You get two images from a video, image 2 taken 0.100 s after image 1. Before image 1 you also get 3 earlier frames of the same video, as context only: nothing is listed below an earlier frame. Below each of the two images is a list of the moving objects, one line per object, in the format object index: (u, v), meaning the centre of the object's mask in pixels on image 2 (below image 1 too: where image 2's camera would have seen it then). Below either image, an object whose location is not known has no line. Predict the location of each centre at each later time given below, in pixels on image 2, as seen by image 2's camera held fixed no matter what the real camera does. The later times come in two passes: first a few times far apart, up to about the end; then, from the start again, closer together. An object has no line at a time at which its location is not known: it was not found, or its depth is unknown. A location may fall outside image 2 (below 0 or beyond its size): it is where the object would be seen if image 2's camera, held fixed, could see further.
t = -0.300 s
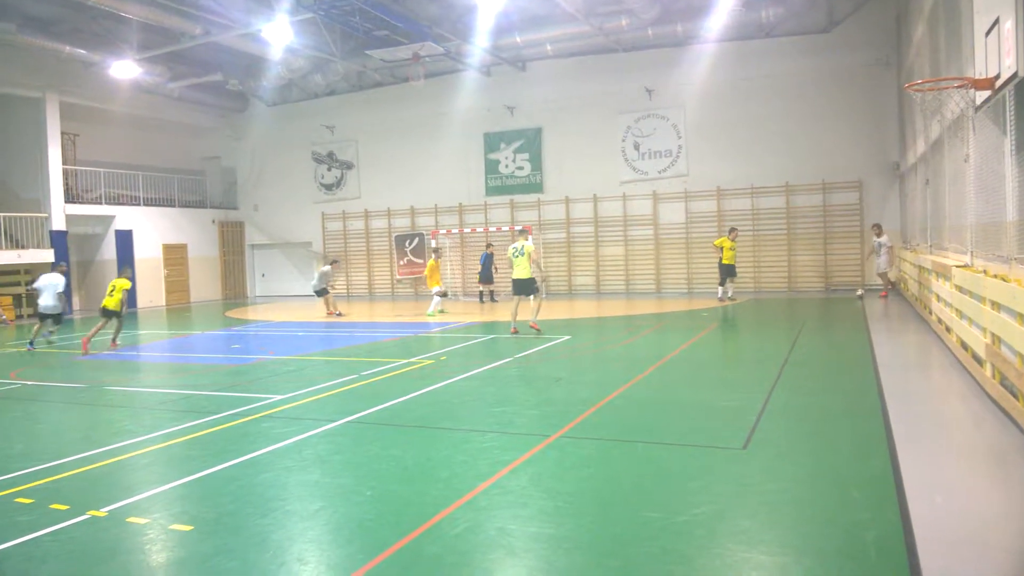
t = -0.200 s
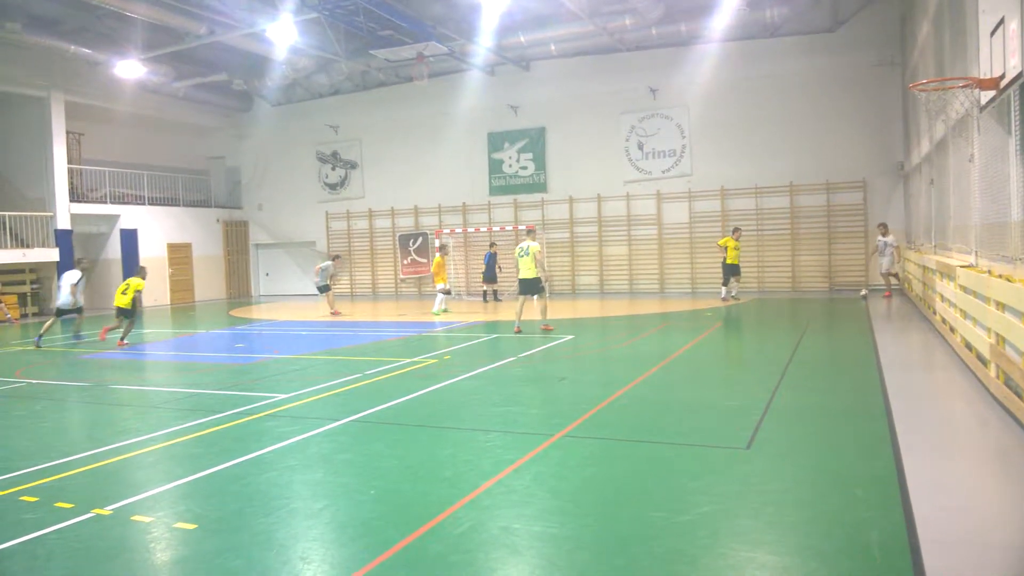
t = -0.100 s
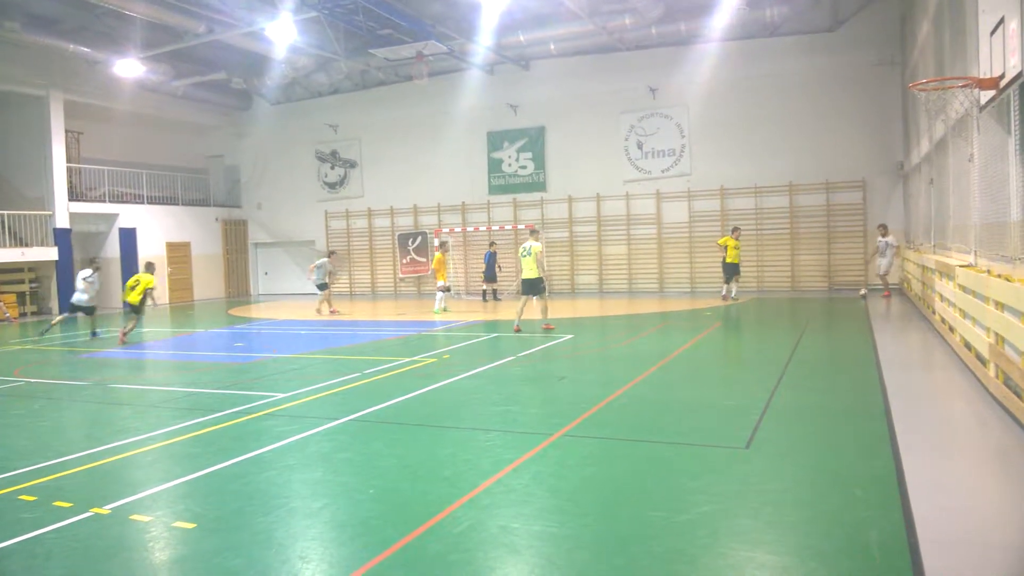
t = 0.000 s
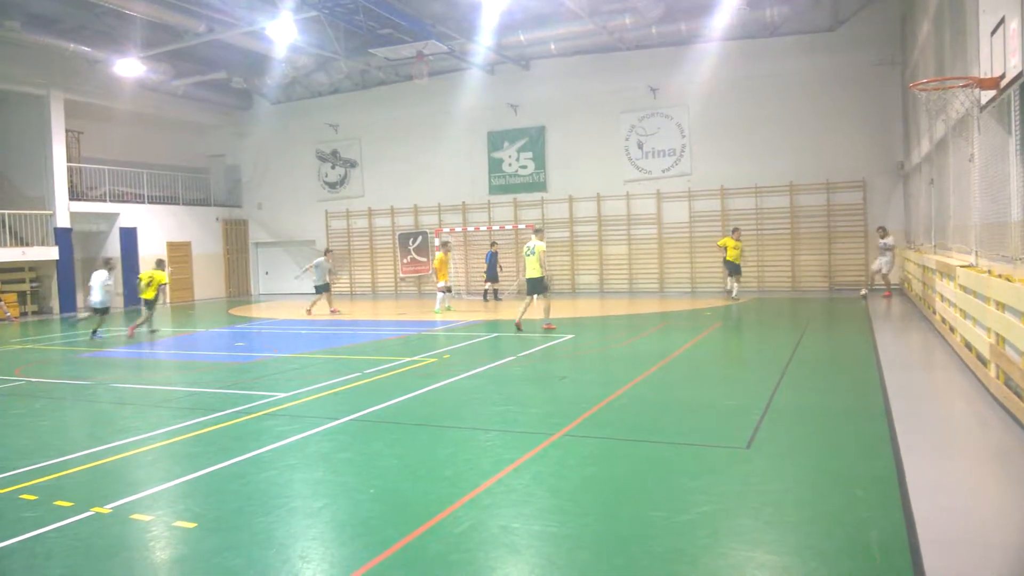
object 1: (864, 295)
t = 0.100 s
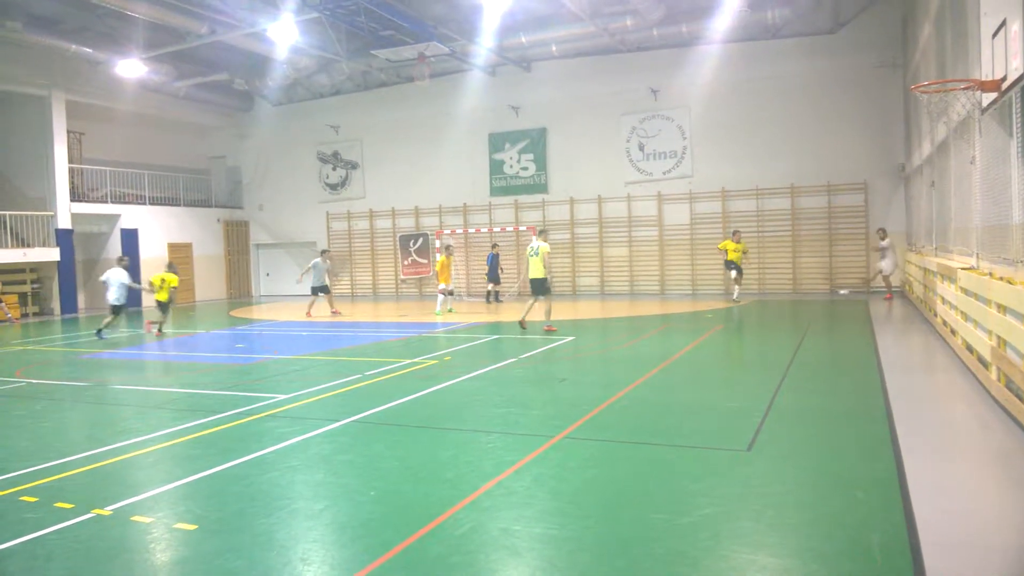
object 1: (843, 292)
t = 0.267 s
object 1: (804, 297)
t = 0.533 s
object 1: (733, 327)
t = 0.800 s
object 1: (647, 355)
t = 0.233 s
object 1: (813, 296)
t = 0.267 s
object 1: (804, 297)
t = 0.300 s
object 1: (795, 300)
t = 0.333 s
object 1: (787, 304)
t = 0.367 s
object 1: (778, 309)
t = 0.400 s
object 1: (769, 314)
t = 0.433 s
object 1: (760, 319)
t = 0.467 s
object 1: (751, 325)
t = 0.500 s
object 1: (741, 326)
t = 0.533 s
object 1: (733, 327)
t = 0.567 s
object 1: (723, 328)
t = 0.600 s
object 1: (713, 330)
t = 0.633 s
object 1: (703, 334)
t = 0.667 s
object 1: (693, 340)
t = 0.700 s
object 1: (681, 348)
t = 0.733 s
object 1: (670, 351)
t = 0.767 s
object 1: (659, 353)
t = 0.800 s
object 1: (647, 355)
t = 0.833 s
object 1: (635, 360)
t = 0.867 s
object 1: (621, 366)
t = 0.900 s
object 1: (608, 374)
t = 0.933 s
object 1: (594, 378)
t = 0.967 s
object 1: (581, 380)
